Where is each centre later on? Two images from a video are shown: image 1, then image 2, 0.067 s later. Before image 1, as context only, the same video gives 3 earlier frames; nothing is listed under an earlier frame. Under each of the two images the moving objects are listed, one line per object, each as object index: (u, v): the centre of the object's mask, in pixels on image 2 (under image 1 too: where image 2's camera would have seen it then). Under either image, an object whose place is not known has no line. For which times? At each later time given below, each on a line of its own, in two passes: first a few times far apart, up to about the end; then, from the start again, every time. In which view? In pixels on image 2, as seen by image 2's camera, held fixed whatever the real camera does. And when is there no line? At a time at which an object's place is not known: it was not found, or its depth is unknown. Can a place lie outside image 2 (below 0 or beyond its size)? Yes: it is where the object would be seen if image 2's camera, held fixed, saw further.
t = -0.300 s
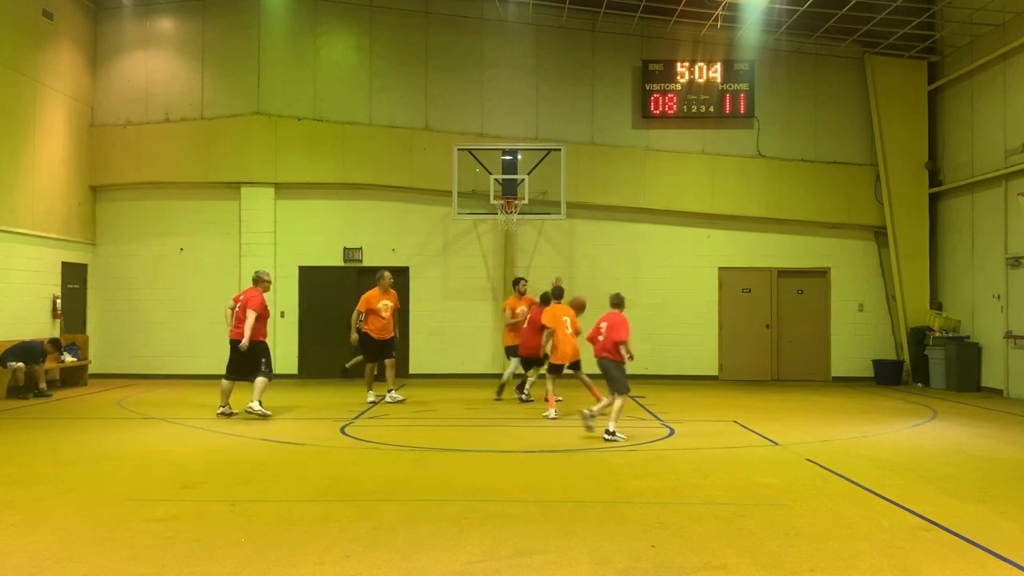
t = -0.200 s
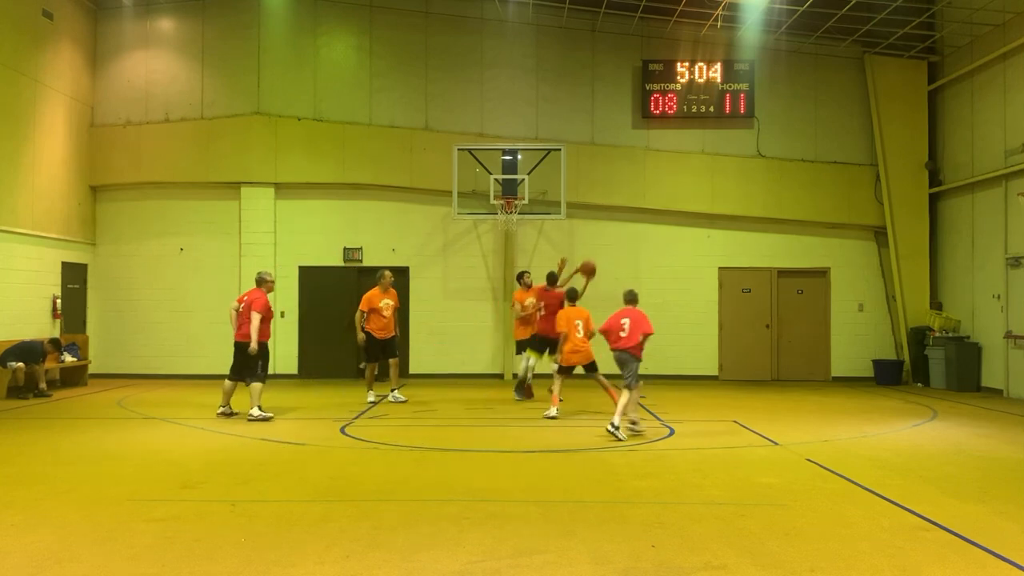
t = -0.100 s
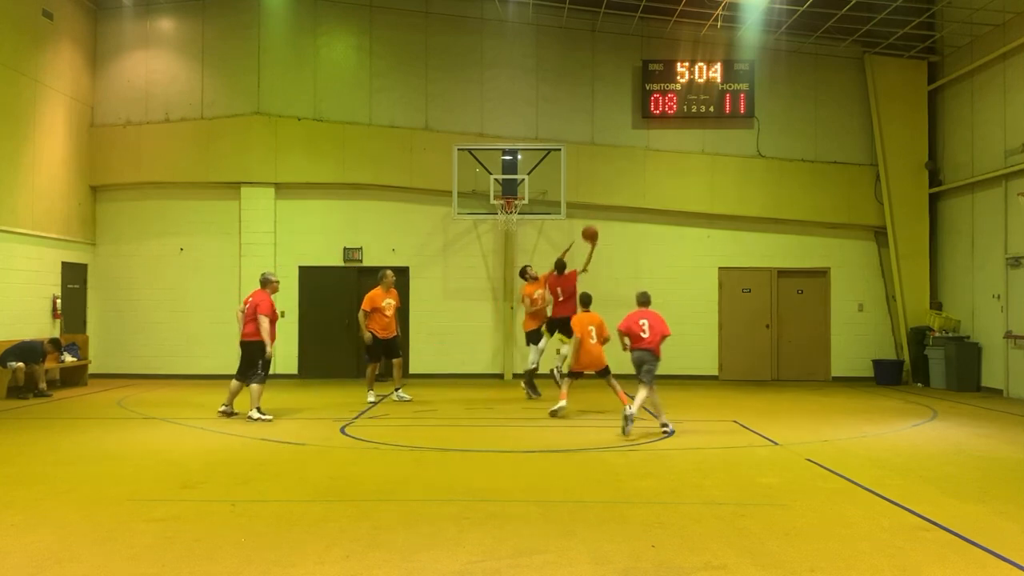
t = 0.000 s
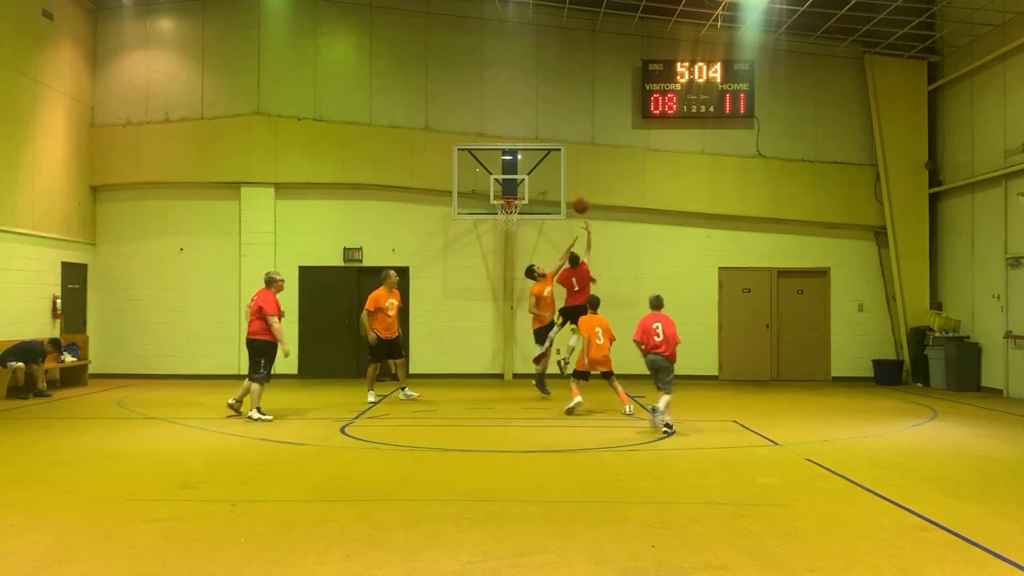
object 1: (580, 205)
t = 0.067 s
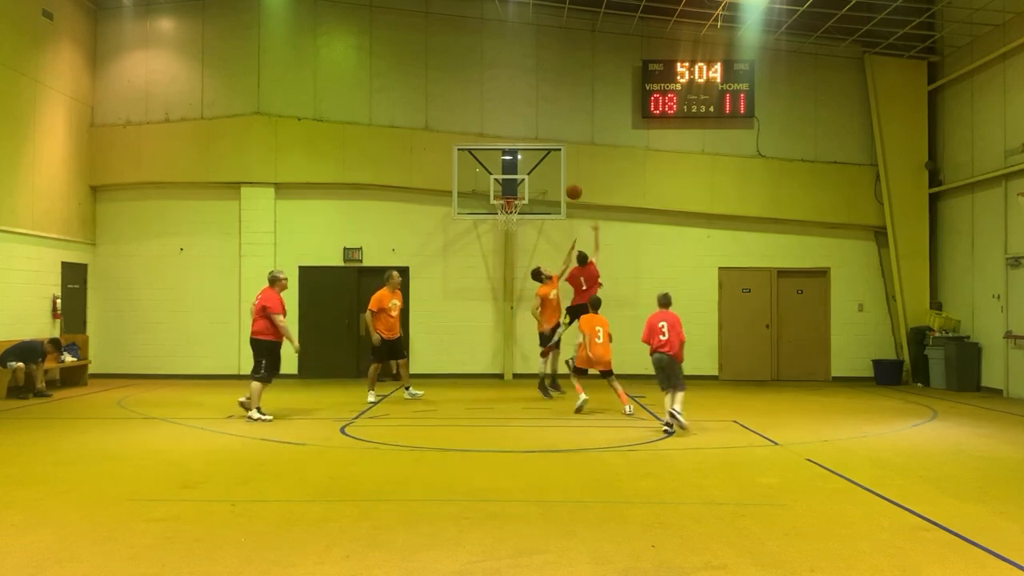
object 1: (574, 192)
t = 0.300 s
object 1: (550, 168)
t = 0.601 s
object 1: (526, 184)
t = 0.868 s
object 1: (522, 176)
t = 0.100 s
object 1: (570, 186)
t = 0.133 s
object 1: (567, 181)
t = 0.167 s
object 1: (563, 177)
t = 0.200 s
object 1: (561, 173)
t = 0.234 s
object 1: (557, 171)
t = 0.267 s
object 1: (554, 169)
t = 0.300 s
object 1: (550, 168)
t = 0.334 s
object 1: (548, 168)
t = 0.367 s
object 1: (544, 168)
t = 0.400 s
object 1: (542, 169)
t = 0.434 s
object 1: (539, 170)
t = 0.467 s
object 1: (536, 172)
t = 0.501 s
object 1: (533, 175)
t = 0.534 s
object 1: (530, 179)
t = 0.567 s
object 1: (528, 181)
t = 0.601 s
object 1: (526, 184)
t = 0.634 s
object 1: (524, 185)
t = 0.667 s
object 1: (524, 190)
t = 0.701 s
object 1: (524, 187)
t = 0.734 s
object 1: (523, 183)
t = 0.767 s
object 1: (523, 181)
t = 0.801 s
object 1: (523, 179)
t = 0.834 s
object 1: (522, 178)
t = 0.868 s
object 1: (522, 176)
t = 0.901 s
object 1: (521, 176)
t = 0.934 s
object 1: (521, 176)
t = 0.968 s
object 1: (521, 177)
